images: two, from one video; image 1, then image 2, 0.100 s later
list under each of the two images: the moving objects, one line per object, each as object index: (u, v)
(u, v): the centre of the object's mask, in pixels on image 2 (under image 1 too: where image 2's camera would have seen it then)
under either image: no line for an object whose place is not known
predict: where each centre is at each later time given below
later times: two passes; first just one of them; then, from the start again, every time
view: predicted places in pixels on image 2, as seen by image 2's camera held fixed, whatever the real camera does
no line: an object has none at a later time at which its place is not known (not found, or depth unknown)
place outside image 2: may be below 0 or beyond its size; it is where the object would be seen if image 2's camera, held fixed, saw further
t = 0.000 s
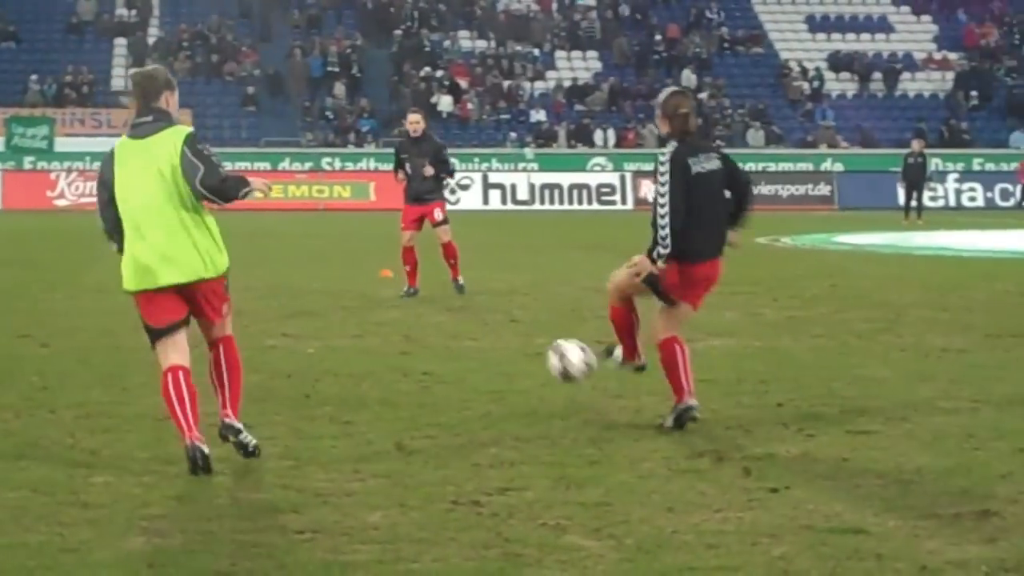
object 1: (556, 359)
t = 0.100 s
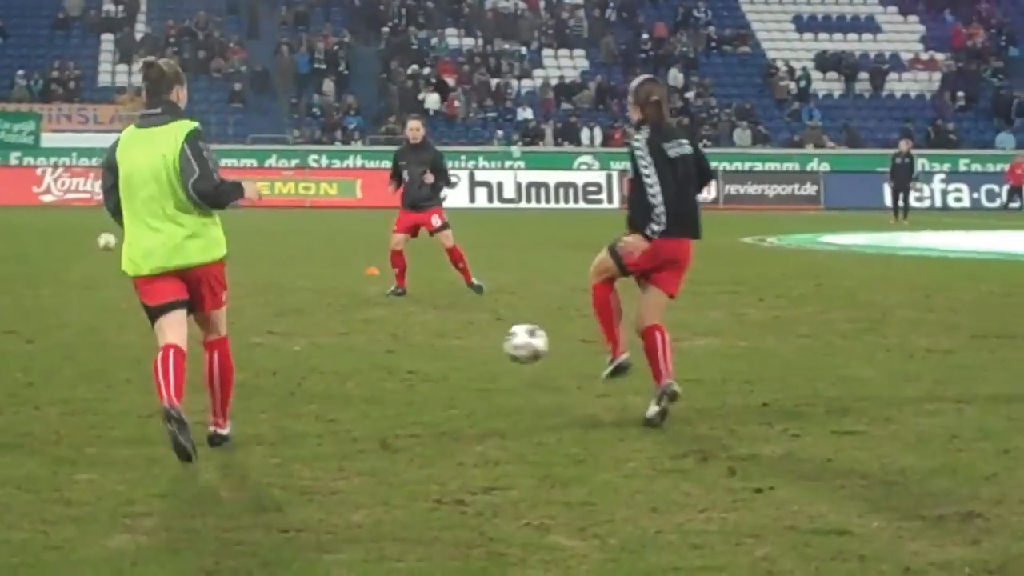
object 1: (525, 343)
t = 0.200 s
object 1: (501, 347)
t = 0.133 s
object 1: (517, 343)
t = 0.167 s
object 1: (509, 344)
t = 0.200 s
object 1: (501, 347)
